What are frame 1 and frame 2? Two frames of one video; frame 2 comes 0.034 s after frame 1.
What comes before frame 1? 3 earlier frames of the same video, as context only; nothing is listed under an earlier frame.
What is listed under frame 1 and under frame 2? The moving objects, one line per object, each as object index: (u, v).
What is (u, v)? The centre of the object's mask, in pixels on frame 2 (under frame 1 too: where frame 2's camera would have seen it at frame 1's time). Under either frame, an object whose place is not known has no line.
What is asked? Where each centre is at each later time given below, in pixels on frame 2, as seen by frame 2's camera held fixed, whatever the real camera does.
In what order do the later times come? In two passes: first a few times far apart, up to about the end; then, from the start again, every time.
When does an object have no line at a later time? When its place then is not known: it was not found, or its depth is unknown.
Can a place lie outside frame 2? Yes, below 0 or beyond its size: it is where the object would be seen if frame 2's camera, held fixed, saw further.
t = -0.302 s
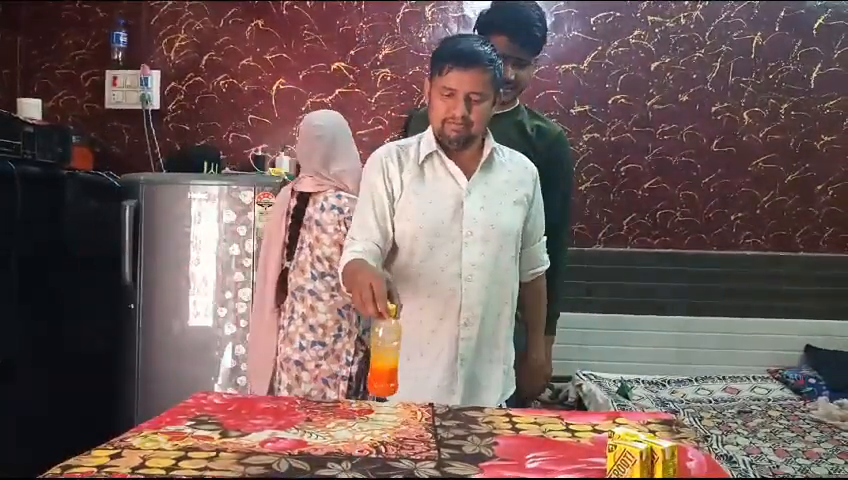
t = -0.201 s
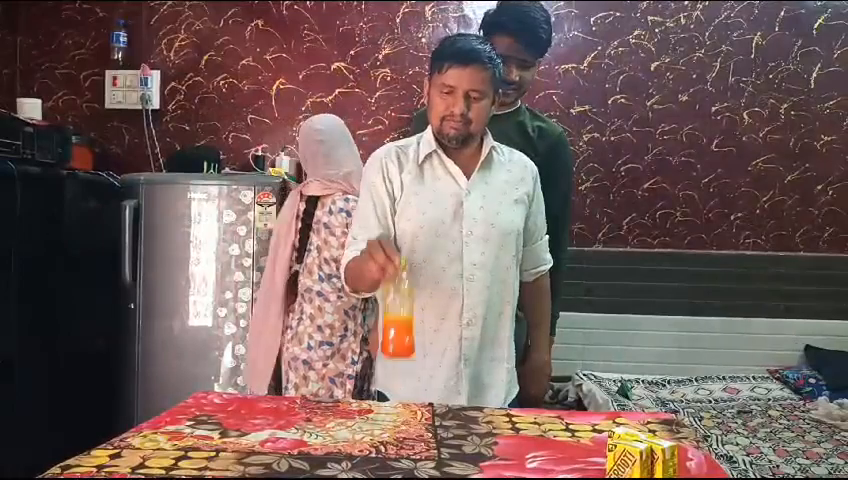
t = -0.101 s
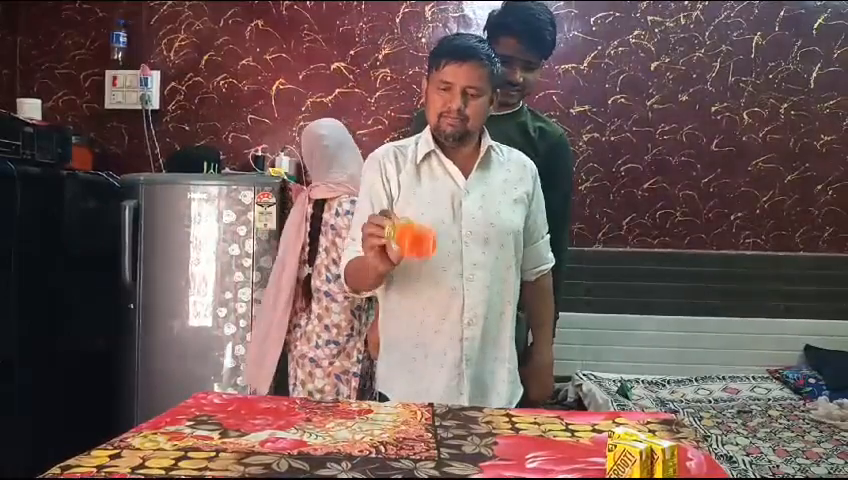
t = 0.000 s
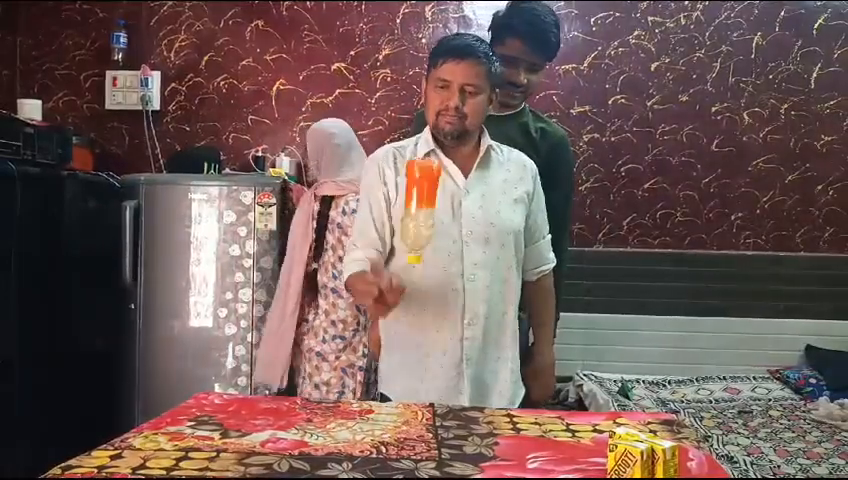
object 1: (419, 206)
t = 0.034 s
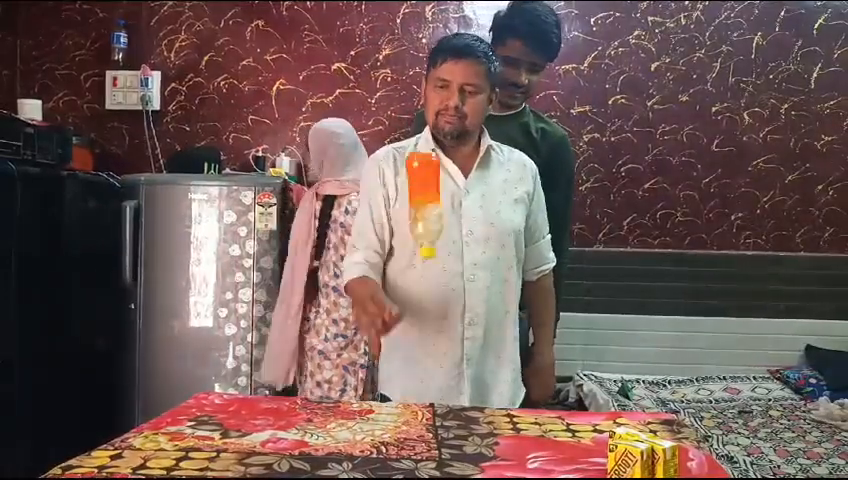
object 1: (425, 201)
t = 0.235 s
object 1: (437, 278)
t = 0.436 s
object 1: (440, 374)
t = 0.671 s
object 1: (438, 372)
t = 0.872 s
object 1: (427, 373)
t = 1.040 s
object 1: (430, 373)
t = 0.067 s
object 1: (429, 196)
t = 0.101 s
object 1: (431, 197)
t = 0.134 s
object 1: (433, 205)
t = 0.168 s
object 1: (435, 221)
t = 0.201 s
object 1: (436, 247)
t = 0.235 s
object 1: (437, 278)
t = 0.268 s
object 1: (436, 317)
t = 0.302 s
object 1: (436, 361)
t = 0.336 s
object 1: (439, 377)
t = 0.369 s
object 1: (438, 375)
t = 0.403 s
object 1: (439, 374)
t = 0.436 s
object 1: (440, 374)
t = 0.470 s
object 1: (441, 374)
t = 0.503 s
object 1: (442, 374)
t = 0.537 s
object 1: (443, 374)
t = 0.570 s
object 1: (443, 373)
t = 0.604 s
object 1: (443, 372)
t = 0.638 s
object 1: (441, 372)
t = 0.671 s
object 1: (438, 372)
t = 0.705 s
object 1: (433, 371)
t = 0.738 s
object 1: (428, 372)
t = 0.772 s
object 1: (425, 372)
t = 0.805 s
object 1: (425, 372)
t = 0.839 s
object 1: (425, 373)
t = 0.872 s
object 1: (427, 373)
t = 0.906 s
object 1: (430, 373)
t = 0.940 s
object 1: (432, 373)
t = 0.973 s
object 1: (432, 373)
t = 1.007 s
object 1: (431, 372)
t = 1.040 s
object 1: (430, 373)
